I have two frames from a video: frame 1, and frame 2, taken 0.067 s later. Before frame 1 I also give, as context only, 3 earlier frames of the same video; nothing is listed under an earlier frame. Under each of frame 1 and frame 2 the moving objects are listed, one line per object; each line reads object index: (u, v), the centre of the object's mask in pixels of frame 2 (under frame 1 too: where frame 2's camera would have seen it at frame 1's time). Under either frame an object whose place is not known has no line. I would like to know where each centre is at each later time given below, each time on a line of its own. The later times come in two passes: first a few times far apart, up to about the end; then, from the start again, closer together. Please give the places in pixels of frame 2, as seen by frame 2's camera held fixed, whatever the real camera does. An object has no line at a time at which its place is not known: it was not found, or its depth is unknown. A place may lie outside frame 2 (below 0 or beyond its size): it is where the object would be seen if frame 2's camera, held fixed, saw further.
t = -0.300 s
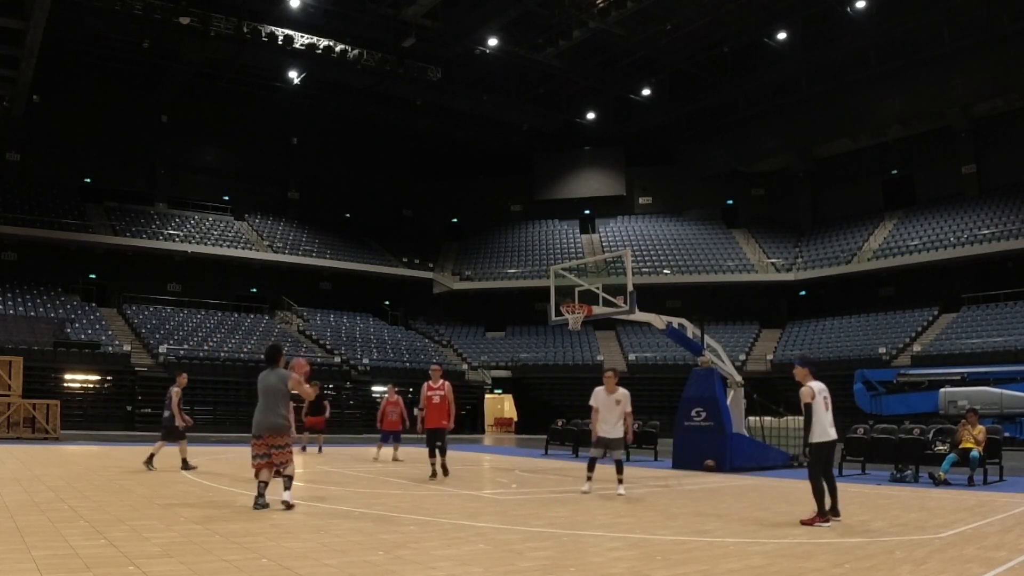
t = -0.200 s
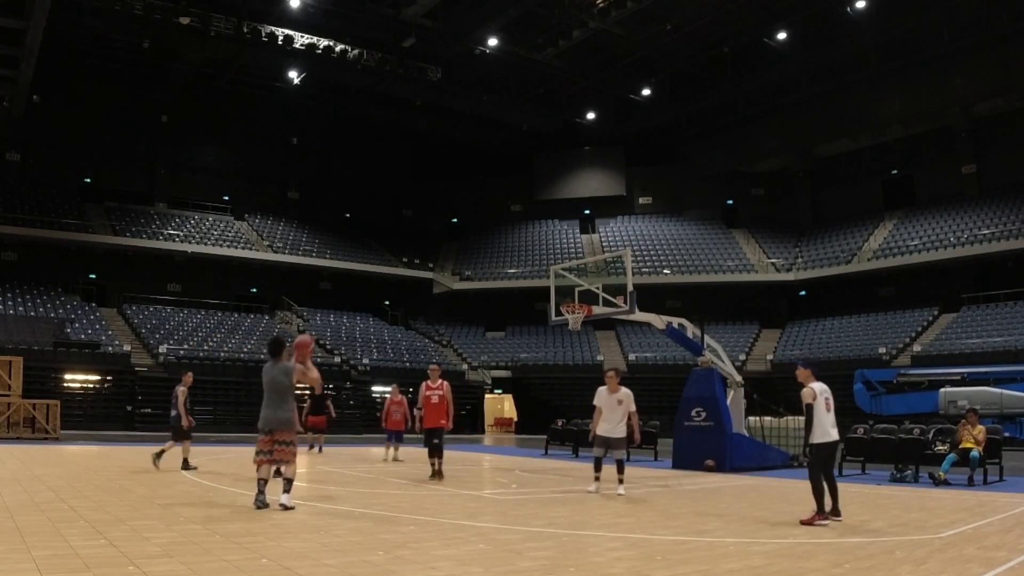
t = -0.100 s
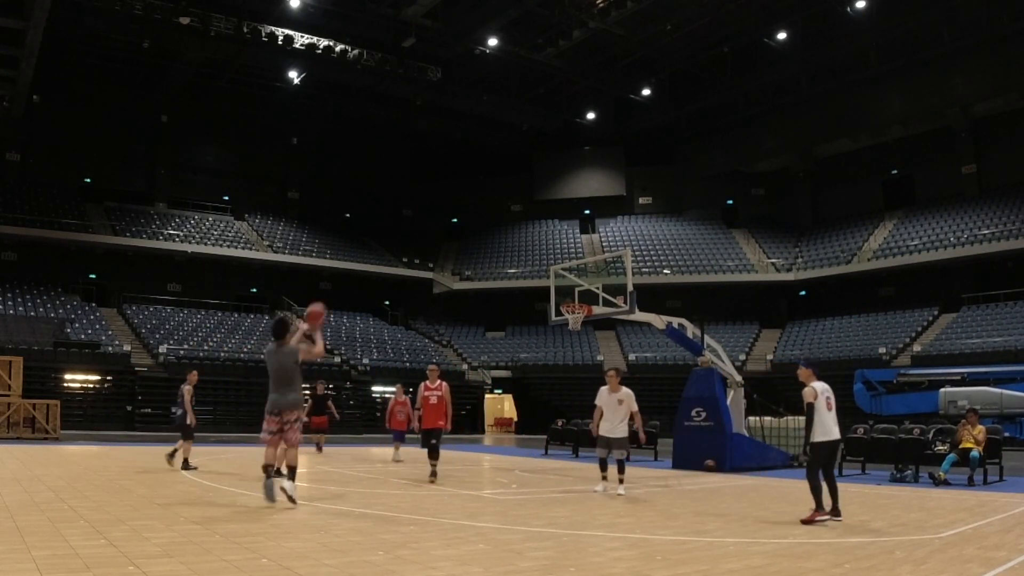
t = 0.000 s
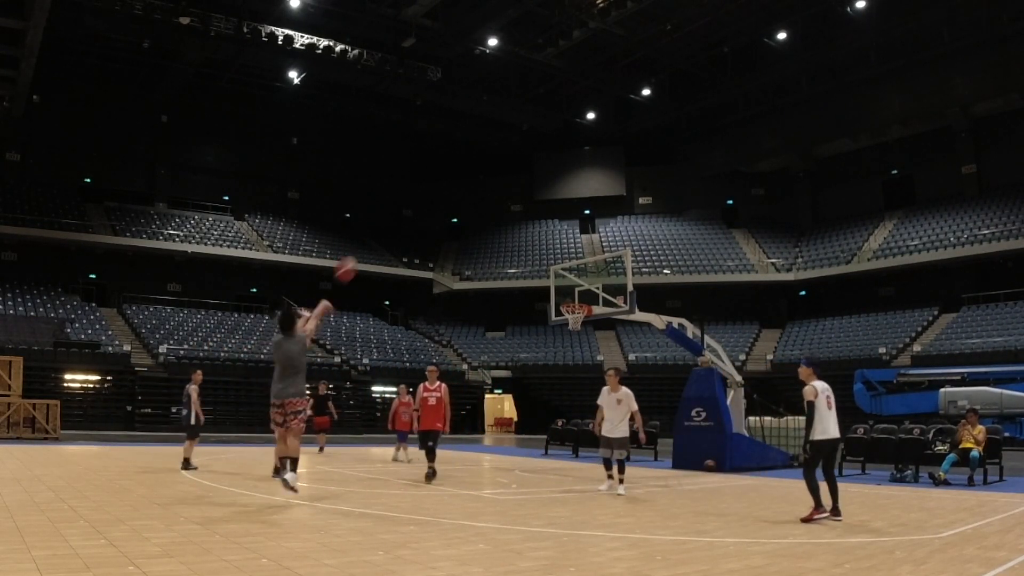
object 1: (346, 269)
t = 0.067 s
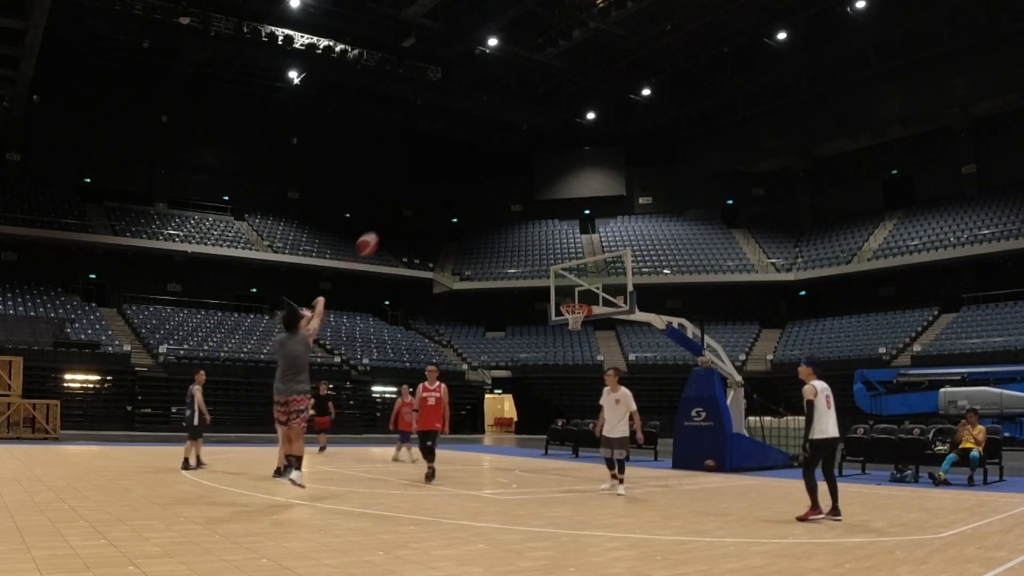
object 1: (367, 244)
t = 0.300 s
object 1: (431, 192)
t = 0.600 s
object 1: (494, 189)
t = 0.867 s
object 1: (539, 227)
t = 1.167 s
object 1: (577, 303)
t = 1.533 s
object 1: (572, 333)
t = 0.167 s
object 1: (397, 215)
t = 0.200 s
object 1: (406, 208)
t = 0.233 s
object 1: (415, 202)
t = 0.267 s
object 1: (423, 196)
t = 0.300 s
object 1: (431, 192)
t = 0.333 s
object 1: (439, 189)
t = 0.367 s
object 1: (447, 186)
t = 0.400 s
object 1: (453, 184)
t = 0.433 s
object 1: (461, 183)
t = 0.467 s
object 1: (468, 183)
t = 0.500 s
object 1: (475, 183)
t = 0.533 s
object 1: (481, 184)
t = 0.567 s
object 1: (488, 186)
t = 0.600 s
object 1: (494, 189)
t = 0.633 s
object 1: (500, 192)
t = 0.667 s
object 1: (506, 195)
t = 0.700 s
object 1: (512, 200)
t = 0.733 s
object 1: (517, 204)
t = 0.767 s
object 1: (522, 209)
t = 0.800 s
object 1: (528, 215)
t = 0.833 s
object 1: (533, 221)
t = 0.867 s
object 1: (539, 227)
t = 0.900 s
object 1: (544, 236)
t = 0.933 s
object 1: (548, 243)
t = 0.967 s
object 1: (553, 252)
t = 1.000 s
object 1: (558, 259)
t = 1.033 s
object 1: (562, 269)
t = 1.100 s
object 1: (570, 289)
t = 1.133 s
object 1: (575, 296)
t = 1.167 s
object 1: (577, 303)
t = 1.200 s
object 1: (572, 308)
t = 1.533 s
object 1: (572, 333)
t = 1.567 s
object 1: (569, 339)
